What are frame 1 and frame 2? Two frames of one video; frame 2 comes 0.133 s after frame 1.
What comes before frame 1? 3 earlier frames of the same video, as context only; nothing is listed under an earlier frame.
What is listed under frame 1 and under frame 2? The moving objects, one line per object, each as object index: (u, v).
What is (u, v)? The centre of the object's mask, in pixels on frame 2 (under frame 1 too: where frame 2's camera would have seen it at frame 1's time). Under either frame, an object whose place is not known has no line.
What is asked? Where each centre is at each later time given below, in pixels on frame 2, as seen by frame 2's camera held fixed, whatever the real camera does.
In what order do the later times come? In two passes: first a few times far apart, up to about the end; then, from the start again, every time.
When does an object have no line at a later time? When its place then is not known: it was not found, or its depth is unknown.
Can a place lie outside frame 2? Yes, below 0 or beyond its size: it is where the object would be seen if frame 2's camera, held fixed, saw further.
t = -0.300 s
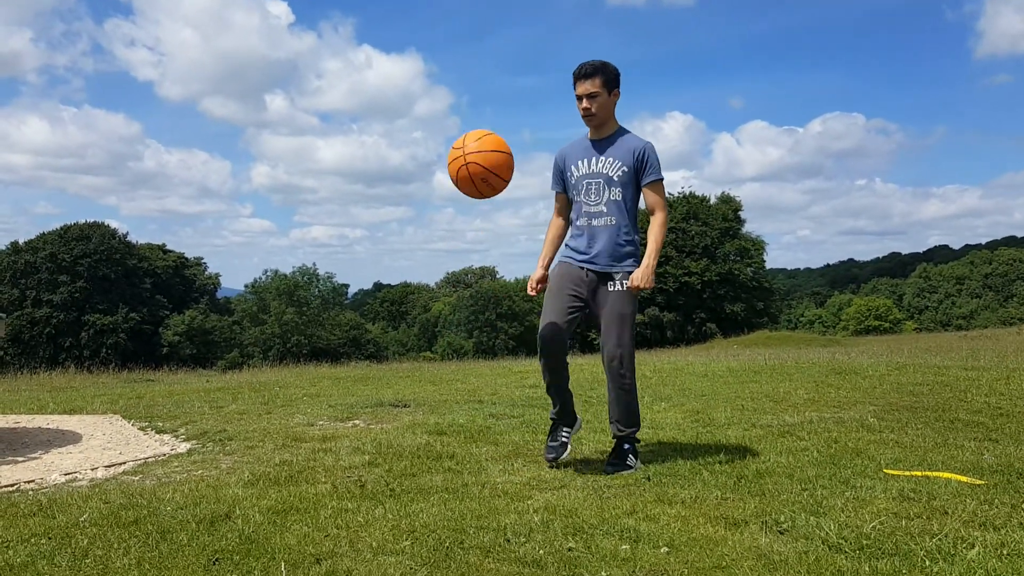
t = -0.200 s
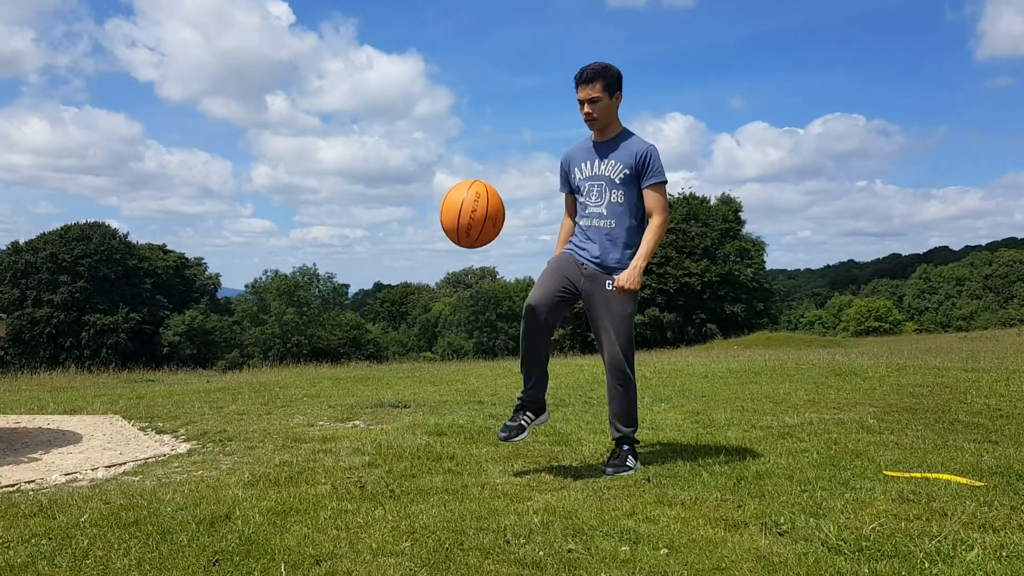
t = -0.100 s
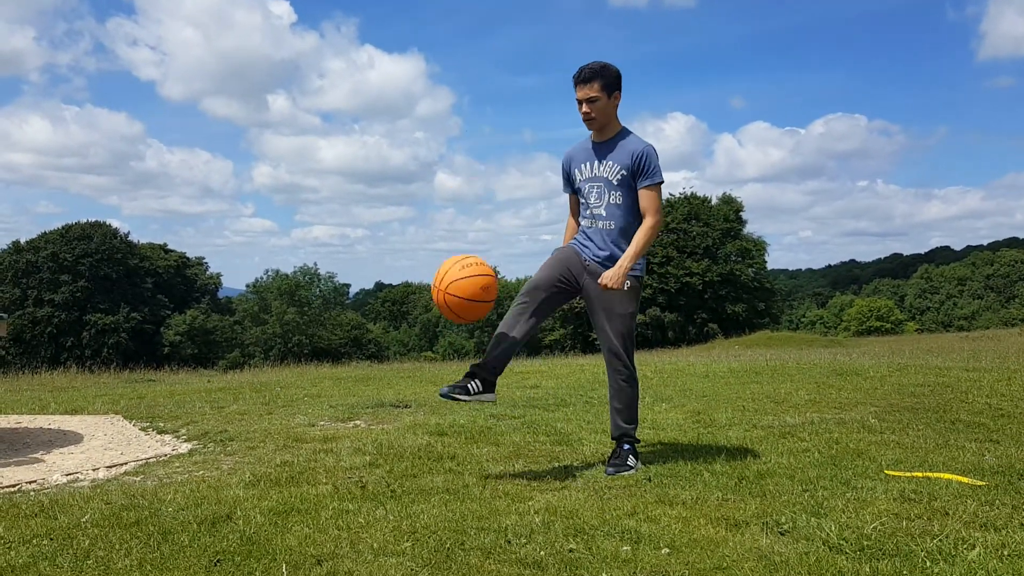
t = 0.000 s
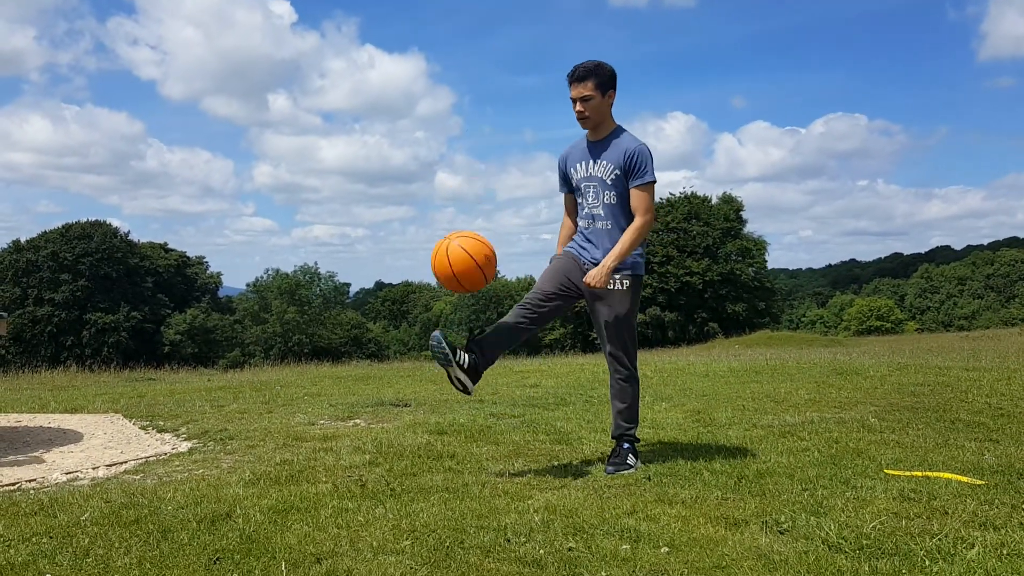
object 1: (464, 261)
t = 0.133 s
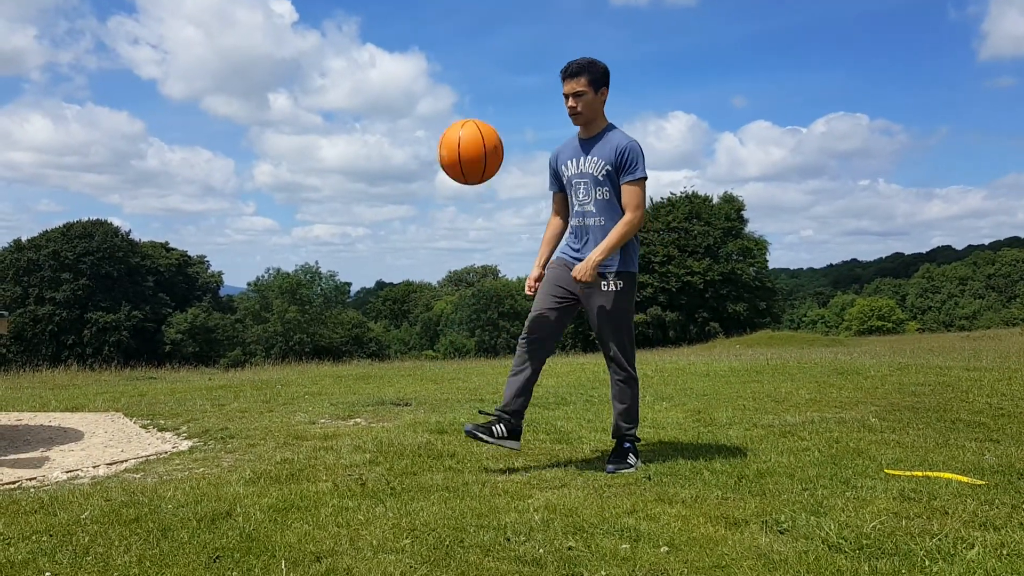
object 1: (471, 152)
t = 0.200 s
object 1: (474, 112)
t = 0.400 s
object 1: (484, 58)
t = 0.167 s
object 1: (472, 131)
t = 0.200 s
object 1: (474, 112)
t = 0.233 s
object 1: (475, 96)
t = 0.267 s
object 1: (477, 82)
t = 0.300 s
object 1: (478, 72)
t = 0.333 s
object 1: (480, 64)
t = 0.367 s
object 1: (482, 60)
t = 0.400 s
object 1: (484, 58)
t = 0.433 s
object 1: (485, 59)
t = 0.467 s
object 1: (487, 63)
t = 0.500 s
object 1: (488, 70)
